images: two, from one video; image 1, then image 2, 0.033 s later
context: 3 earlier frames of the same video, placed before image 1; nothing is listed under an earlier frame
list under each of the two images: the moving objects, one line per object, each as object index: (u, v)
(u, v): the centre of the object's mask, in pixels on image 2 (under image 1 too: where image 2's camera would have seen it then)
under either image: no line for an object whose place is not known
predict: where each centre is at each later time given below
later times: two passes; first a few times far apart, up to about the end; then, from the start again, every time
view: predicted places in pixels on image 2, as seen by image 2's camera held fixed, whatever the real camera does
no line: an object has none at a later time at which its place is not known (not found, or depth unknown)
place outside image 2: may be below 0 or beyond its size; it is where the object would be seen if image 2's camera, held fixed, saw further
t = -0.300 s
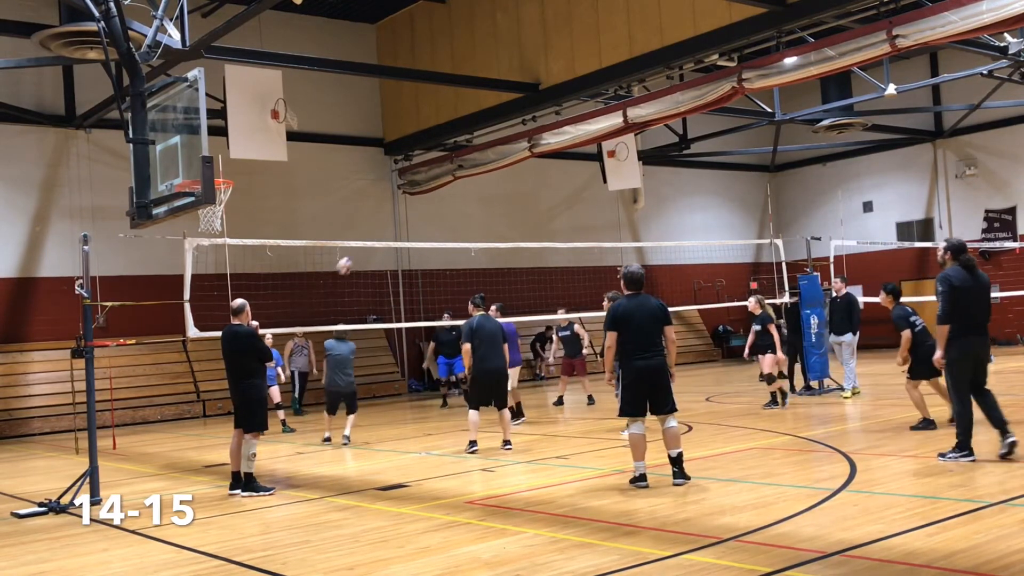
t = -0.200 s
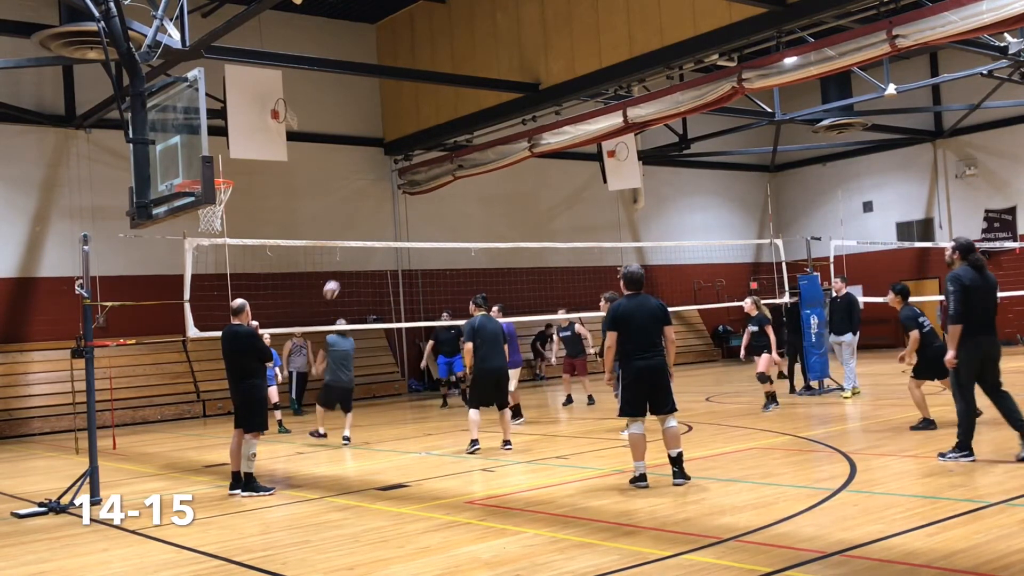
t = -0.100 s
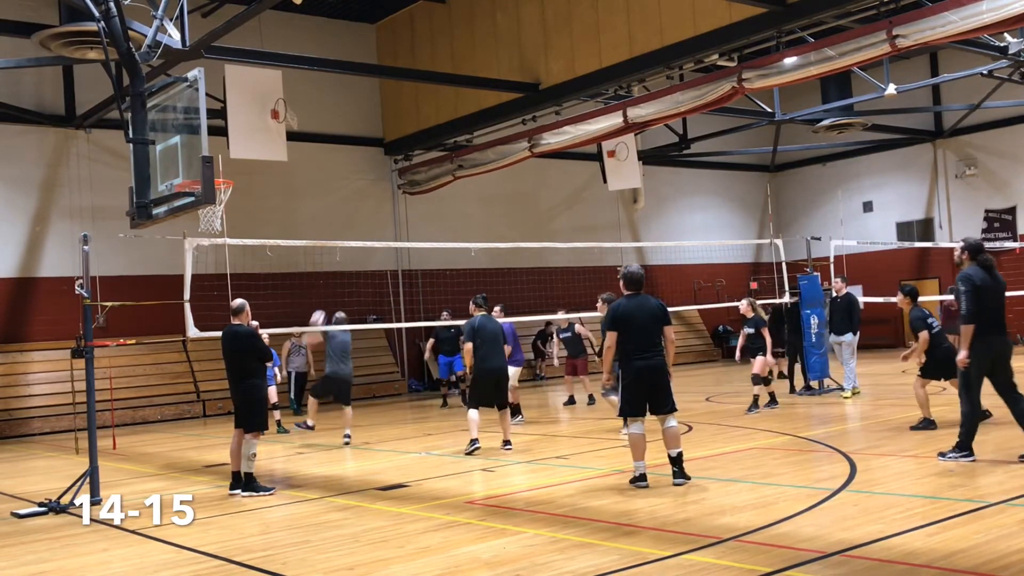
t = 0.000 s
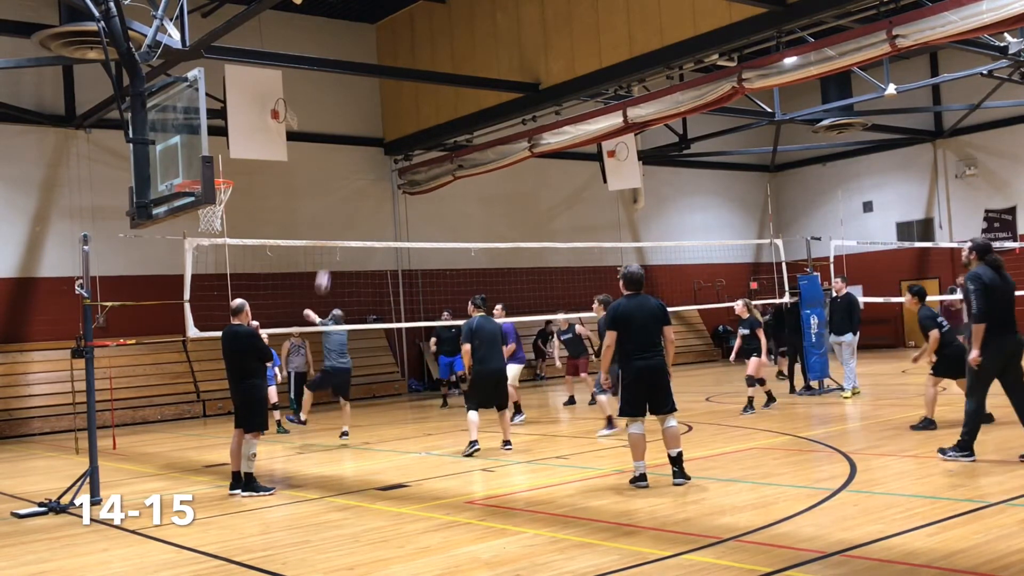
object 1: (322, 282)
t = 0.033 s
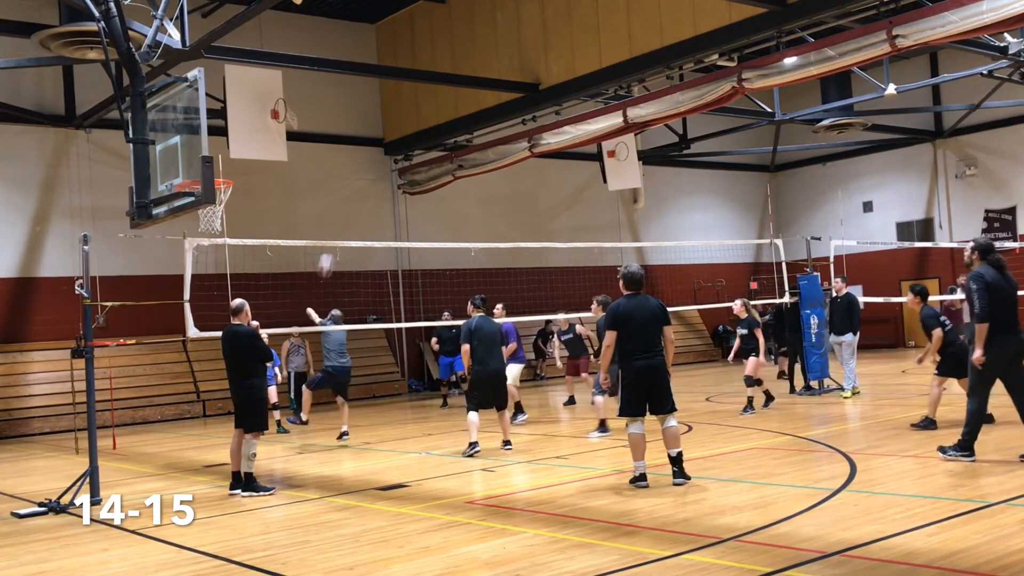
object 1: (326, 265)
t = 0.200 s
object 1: (341, 195)
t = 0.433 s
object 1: (363, 138)
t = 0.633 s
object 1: (384, 121)
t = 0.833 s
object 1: (405, 132)
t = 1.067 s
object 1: (431, 176)
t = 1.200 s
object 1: (445, 216)
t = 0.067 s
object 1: (329, 251)
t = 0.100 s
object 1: (332, 232)
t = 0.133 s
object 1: (335, 220)
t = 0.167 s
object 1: (338, 207)
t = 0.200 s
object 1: (341, 195)
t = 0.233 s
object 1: (344, 184)
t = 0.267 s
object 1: (347, 175)
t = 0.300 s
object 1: (351, 166)
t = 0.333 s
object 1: (354, 158)
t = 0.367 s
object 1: (357, 150)
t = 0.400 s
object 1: (360, 144)
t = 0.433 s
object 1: (363, 138)
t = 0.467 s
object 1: (367, 134)
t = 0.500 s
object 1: (370, 129)
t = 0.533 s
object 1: (374, 126)
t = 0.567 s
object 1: (377, 124)
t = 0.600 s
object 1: (380, 122)
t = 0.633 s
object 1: (384, 121)
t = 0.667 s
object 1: (387, 121)
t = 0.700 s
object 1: (391, 122)
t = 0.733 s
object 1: (394, 123)
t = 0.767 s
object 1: (398, 125)
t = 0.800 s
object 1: (402, 128)
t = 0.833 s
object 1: (405, 132)
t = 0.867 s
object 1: (409, 136)
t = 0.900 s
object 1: (413, 141)
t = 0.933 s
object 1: (416, 147)
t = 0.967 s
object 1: (420, 153)
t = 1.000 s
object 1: (424, 161)
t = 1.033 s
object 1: (427, 168)
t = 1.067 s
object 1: (431, 176)
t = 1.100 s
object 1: (434, 185)
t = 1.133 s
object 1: (438, 195)
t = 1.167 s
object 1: (442, 206)
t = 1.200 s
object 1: (445, 216)
